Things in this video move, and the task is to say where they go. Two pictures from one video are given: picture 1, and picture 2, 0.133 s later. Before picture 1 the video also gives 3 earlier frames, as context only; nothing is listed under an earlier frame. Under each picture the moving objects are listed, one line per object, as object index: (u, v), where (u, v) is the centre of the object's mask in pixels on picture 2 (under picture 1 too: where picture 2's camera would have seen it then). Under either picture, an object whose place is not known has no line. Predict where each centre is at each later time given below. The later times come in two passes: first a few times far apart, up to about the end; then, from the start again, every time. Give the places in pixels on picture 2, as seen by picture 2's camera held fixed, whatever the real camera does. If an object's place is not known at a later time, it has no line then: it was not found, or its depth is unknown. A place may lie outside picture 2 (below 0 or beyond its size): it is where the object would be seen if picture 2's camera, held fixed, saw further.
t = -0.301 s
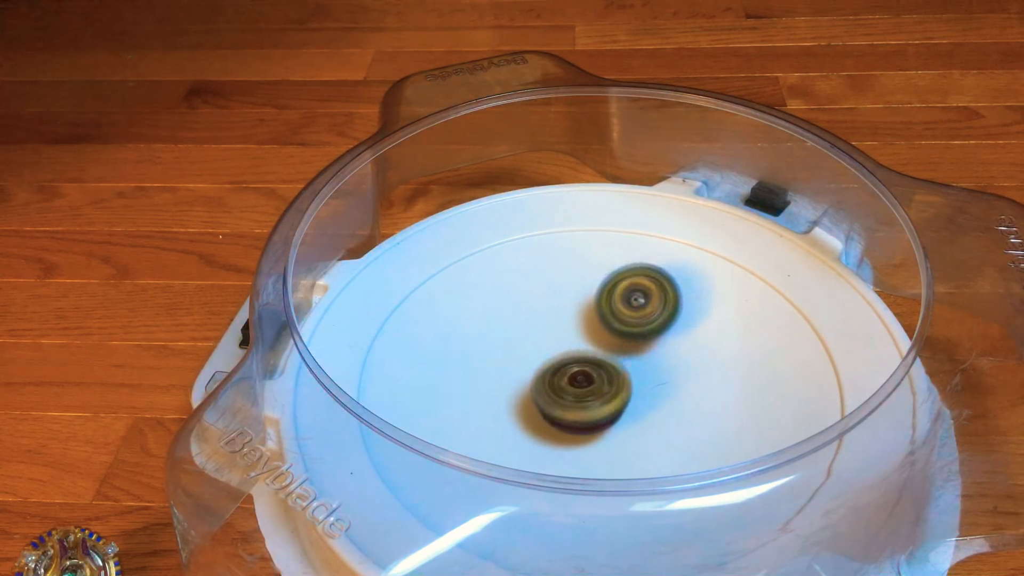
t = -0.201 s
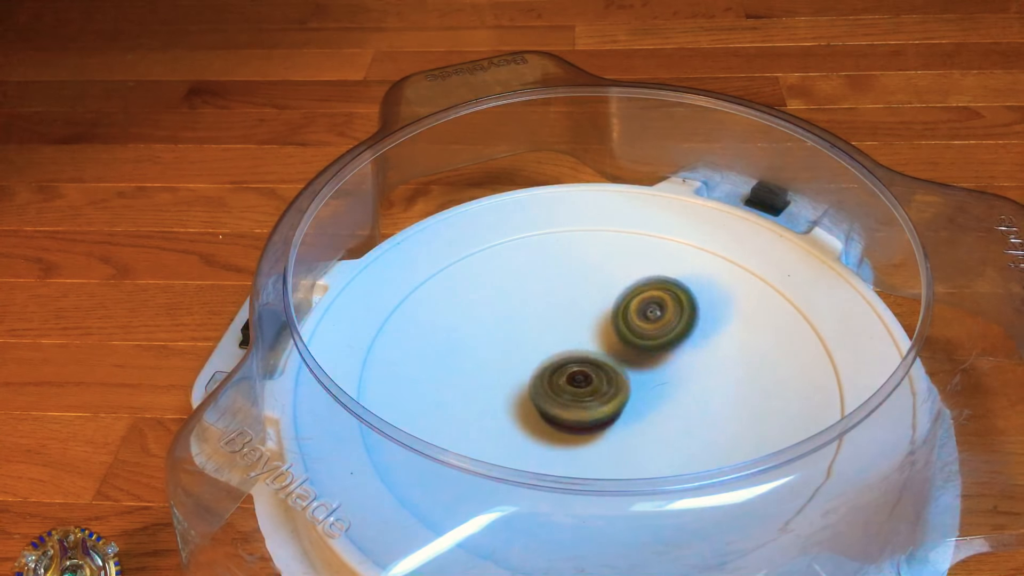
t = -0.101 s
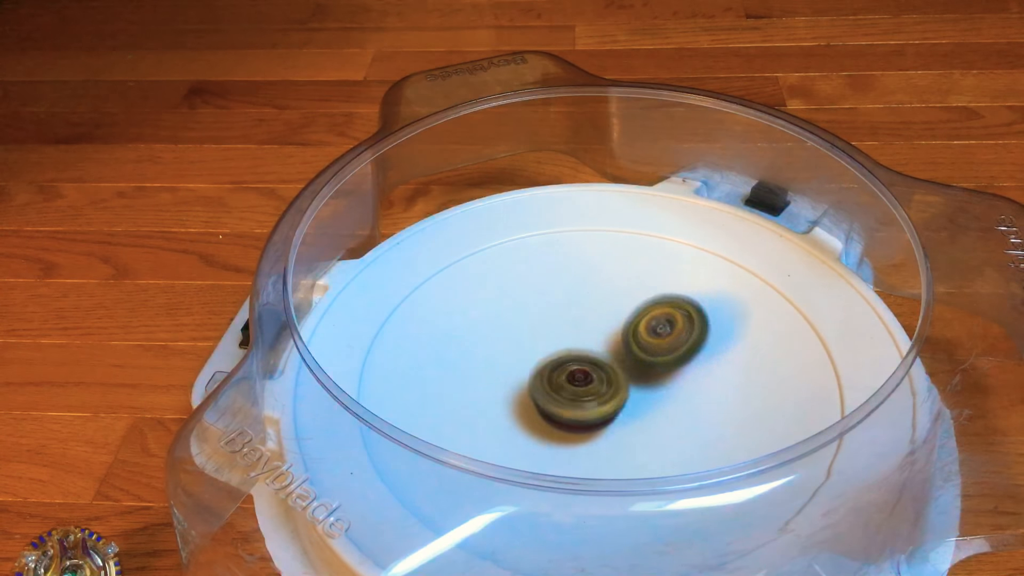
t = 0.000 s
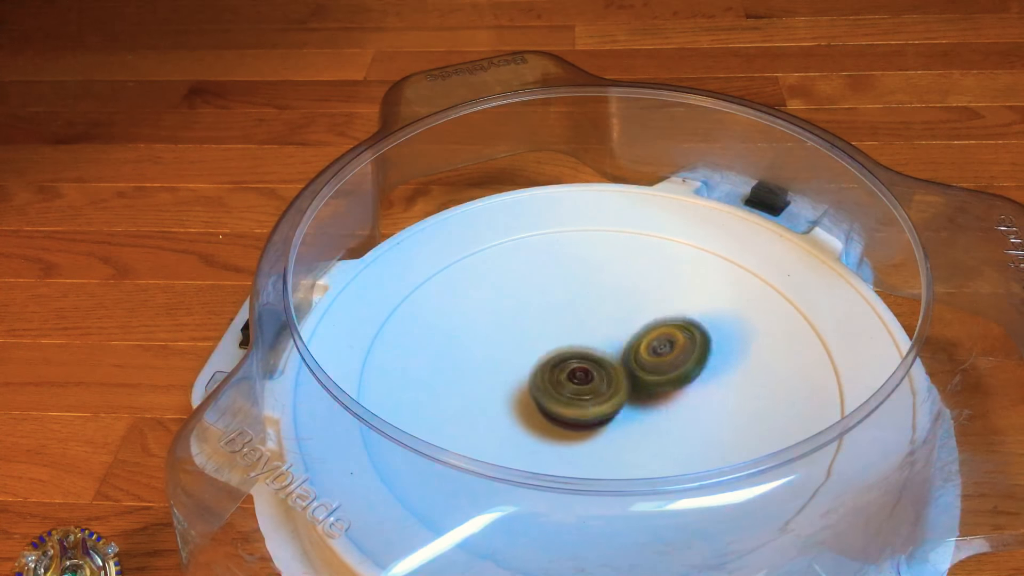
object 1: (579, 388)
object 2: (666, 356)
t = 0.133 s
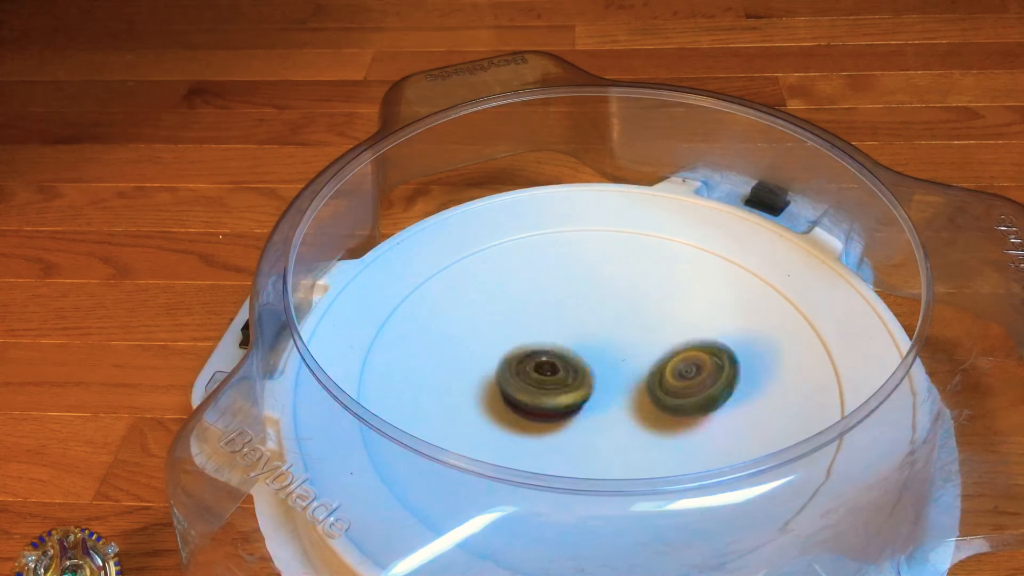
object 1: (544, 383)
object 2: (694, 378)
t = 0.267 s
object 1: (539, 377)
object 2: (676, 402)
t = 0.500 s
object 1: (549, 359)
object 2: (619, 422)
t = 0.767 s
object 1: (578, 340)
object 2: (568, 413)
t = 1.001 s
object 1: (619, 347)
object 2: (542, 386)
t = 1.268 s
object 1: (642, 377)
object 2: (536, 354)
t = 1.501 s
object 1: (620, 402)
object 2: (566, 336)
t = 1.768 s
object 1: (569, 416)
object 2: (613, 300)
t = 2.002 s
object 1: (558, 375)
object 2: (632, 325)
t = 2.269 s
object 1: (560, 357)
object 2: (671, 335)
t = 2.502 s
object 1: (568, 358)
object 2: (667, 359)
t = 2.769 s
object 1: (535, 348)
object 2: (656, 359)
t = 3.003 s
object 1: (550, 342)
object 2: (646, 347)
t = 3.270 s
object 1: (548, 349)
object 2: (650, 373)
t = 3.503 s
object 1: (534, 346)
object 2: (618, 394)
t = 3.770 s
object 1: (558, 349)
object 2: (587, 423)
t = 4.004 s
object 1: (572, 359)
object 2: (560, 426)
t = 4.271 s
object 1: (586, 359)
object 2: (527, 429)
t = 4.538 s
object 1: (613, 374)
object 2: (541, 415)
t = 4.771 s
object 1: (617, 389)
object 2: (543, 410)
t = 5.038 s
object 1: (617, 395)
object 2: (543, 411)
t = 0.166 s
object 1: (541, 381)
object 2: (691, 385)
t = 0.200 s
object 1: (540, 380)
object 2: (687, 390)
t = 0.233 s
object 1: (539, 378)
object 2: (682, 396)
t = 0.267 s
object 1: (539, 377)
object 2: (676, 402)
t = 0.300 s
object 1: (538, 375)
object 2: (670, 407)
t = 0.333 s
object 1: (540, 373)
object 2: (662, 409)
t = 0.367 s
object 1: (541, 371)
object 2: (653, 412)
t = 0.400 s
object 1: (543, 369)
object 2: (644, 417)
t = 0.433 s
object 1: (546, 368)
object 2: (634, 418)
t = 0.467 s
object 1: (549, 366)
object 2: (624, 419)
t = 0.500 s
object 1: (549, 359)
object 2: (619, 422)
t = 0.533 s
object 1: (549, 352)
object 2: (616, 428)
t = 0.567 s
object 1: (552, 347)
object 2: (610, 431)
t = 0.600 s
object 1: (556, 345)
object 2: (602, 432)
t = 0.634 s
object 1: (558, 344)
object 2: (595, 427)
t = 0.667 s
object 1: (563, 342)
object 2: (587, 424)
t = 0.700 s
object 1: (568, 342)
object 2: (581, 421)
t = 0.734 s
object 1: (572, 342)
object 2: (575, 416)
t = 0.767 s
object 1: (578, 340)
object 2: (568, 413)
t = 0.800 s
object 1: (585, 338)
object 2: (561, 414)
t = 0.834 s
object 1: (591, 337)
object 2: (556, 410)
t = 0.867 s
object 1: (597, 339)
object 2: (553, 406)
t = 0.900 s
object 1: (601, 341)
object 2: (551, 400)
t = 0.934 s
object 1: (608, 342)
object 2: (548, 395)
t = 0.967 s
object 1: (614, 345)
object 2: (544, 391)
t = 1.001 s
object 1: (619, 347)
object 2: (542, 386)
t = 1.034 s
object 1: (626, 347)
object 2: (534, 384)
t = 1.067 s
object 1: (630, 350)
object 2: (532, 380)
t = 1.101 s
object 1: (631, 354)
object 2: (532, 376)
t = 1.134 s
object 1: (633, 358)
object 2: (534, 372)
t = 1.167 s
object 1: (634, 362)
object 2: (536, 368)
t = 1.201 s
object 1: (636, 366)
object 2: (538, 364)
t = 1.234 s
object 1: (642, 372)
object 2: (535, 358)
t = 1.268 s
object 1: (642, 377)
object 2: (536, 354)
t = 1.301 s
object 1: (641, 382)
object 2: (541, 352)
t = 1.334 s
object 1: (638, 385)
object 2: (547, 350)
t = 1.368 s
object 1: (635, 388)
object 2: (552, 348)
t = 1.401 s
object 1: (635, 393)
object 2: (554, 344)
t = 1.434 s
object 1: (632, 396)
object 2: (557, 340)
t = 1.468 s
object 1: (625, 399)
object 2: (563, 338)
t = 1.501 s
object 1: (620, 402)
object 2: (566, 336)
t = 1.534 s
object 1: (615, 403)
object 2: (571, 332)
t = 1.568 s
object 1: (609, 403)
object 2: (577, 332)
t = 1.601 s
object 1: (602, 408)
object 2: (583, 325)
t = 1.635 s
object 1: (593, 417)
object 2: (591, 312)
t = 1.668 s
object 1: (584, 423)
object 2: (598, 302)
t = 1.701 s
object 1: (577, 423)
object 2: (605, 298)
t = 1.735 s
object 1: (573, 420)
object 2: (610, 298)
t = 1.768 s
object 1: (569, 416)
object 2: (613, 300)
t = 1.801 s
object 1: (566, 412)
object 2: (617, 302)
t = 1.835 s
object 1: (564, 407)
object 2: (619, 305)
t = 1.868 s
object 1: (562, 401)
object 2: (622, 308)
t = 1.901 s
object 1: (561, 395)
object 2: (624, 311)
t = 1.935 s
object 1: (561, 388)
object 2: (622, 319)
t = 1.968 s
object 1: (562, 380)
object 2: (624, 322)
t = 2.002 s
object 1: (558, 375)
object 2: (632, 325)
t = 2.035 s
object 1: (546, 371)
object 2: (651, 323)
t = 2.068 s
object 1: (539, 367)
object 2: (668, 320)
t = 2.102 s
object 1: (535, 360)
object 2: (678, 319)
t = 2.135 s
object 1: (537, 357)
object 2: (682, 322)
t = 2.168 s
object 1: (541, 356)
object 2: (682, 325)
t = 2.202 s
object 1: (546, 356)
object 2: (678, 329)
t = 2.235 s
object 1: (553, 356)
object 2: (675, 332)
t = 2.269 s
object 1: (560, 357)
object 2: (671, 335)
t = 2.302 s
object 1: (567, 357)
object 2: (665, 340)
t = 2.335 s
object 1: (569, 357)
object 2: (665, 342)
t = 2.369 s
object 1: (564, 356)
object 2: (676, 347)
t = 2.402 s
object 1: (564, 355)
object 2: (680, 351)
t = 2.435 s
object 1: (563, 356)
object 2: (678, 355)
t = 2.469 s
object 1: (566, 356)
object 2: (673, 357)
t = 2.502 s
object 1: (568, 358)
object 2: (667, 359)
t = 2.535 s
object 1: (566, 360)
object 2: (663, 359)
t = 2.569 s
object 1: (558, 360)
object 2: (661, 360)
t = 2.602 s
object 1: (555, 359)
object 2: (658, 360)
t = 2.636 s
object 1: (555, 357)
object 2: (652, 361)
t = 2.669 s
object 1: (549, 355)
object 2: (655, 359)
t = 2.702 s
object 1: (540, 353)
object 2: (658, 359)
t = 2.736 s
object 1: (537, 351)
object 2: (660, 359)
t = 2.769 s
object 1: (535, 348)
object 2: (656, 359)
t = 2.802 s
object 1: (533, 345)
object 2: (653, 357)
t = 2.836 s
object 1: (534, 344)
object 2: (652, 355)
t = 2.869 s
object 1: (537, 342)
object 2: (651, 353)
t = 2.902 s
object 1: (537, 341)
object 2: (651, 352)
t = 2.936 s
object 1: (540, 341)
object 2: (649, 350)
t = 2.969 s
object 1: (545, 341)
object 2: (648, 348)
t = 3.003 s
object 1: (550, 342)
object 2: (646, 347)
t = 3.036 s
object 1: (548, 340)
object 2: (654, 352)
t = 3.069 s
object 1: (547, 339)
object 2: (661, 356)
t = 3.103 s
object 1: (549, 338)
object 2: (663, 362)
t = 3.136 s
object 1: (548, 340)
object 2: (661, 363)
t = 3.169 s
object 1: (549, 341)
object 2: (659, 366)
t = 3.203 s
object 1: (546, 344)
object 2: (656, 368)
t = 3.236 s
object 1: (547, 347)
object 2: (654, 370)
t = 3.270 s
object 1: (548, 349)
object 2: (650, 373)
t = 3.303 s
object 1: (546, 353)
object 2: (644, 374)
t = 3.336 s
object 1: (546, 354)
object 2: (638, 378)
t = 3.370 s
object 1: (542, 353)
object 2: (632, 378)
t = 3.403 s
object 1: (539, 350)
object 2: (631, 384)
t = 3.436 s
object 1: (535, 347)
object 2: (627, 389)
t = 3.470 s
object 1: (534, 347)
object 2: (621, 391)
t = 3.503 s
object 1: (534, 346)
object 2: (618, 394)
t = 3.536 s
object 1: (535, 348)
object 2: (615, 394)
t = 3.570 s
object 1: (538, 346)
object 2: (613, 394)
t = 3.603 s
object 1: (536, 346)
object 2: (611, 393)
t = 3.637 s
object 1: (540, 345)
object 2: (608, 396)
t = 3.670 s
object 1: (542, 345)
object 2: (605, 399)
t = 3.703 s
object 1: (550, 343)
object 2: (601, 409)
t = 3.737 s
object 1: (554, 345)
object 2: (592, 418)
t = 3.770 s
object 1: (558, 349)
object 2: (587, 423)
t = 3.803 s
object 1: (558, 355)
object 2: (586, 424)
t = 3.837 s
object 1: (561, 357)
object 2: (585, 425)
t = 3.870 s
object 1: (565, 359)
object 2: (585, 425)
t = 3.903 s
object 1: (568, 361)
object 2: (583, 426)
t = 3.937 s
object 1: (572, 361)
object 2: (576, 427)
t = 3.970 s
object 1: (570, 361)
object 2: (568, 427)
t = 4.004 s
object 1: (572, 359)
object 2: (560, 426)
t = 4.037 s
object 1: (572, 359)
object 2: (552, 425)
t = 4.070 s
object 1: (572, 358)
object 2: (545, 425)
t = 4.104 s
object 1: (577, 359)
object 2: (539, 426)
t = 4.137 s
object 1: (577, 359)
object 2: (535, 427)
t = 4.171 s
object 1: (579, 359)
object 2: (532, 428)
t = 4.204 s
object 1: (580, 361)
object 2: (529, 430)
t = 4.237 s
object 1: (582, 360)
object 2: (527, 430)
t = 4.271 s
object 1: (586, 359)
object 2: (527, 429)
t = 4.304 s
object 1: (587, 361)
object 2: (528, 428)
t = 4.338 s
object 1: (591, 362)
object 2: (530, 427)
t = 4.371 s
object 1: (594, 363)
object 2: (532, 425)
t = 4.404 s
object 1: (597, 367)
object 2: (535, 423)
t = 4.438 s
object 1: (600, 368)
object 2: (537, 421)
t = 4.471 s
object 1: (605, 370)
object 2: (540, 419)
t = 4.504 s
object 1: (610, 372)
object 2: (542, 416)
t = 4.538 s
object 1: (613, 374)
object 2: (541, 415)
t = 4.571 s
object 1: (615, 377)
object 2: (542, 414)
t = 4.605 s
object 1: (617, 381)
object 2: (542, 412)
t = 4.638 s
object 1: (617, 384)
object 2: (543, 411)
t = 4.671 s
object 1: (618, 385)
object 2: (544, 411)
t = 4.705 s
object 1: (617, 387)
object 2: (544, 410)
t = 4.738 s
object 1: (617, 388)
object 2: (544, 410)
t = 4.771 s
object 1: (617, 389)
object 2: (543, 410)
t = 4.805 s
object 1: (617, 389)
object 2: (543, 410)
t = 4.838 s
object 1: (617, 390)
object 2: (543, 410)
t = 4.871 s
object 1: (617, 391)
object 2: (543, 410)
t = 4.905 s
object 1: (617, 392)
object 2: (543, 411)
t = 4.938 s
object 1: (617, 393)
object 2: (543, 411)
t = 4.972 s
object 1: (617, 394)
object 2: (543, 411)
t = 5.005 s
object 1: (617, 395)
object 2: (543, 411)
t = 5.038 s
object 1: (617, 395)
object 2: (543, 411)
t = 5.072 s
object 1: (617, 395)
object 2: (543, 411)
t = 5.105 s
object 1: (617, 394)
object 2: (543, 411)
